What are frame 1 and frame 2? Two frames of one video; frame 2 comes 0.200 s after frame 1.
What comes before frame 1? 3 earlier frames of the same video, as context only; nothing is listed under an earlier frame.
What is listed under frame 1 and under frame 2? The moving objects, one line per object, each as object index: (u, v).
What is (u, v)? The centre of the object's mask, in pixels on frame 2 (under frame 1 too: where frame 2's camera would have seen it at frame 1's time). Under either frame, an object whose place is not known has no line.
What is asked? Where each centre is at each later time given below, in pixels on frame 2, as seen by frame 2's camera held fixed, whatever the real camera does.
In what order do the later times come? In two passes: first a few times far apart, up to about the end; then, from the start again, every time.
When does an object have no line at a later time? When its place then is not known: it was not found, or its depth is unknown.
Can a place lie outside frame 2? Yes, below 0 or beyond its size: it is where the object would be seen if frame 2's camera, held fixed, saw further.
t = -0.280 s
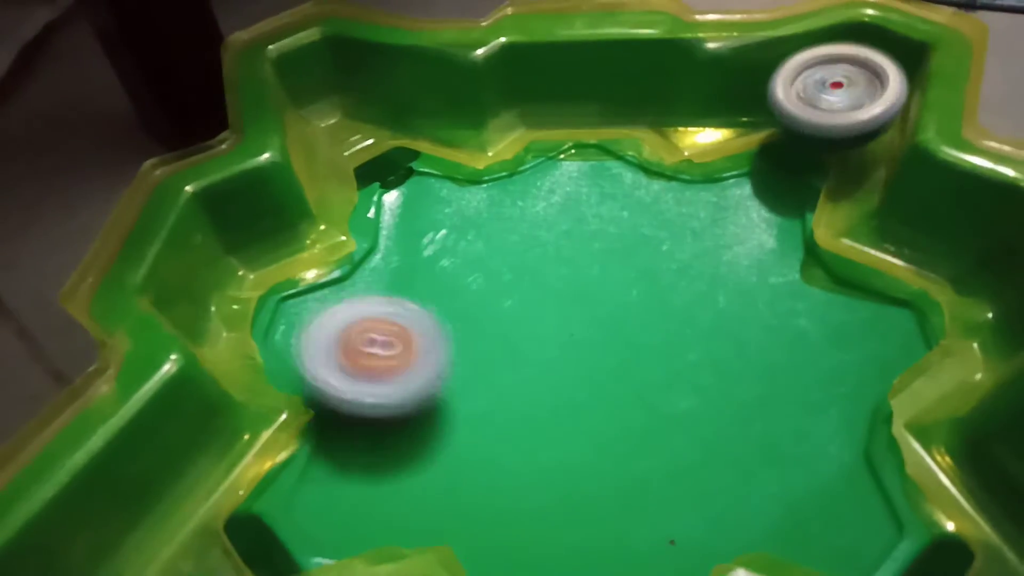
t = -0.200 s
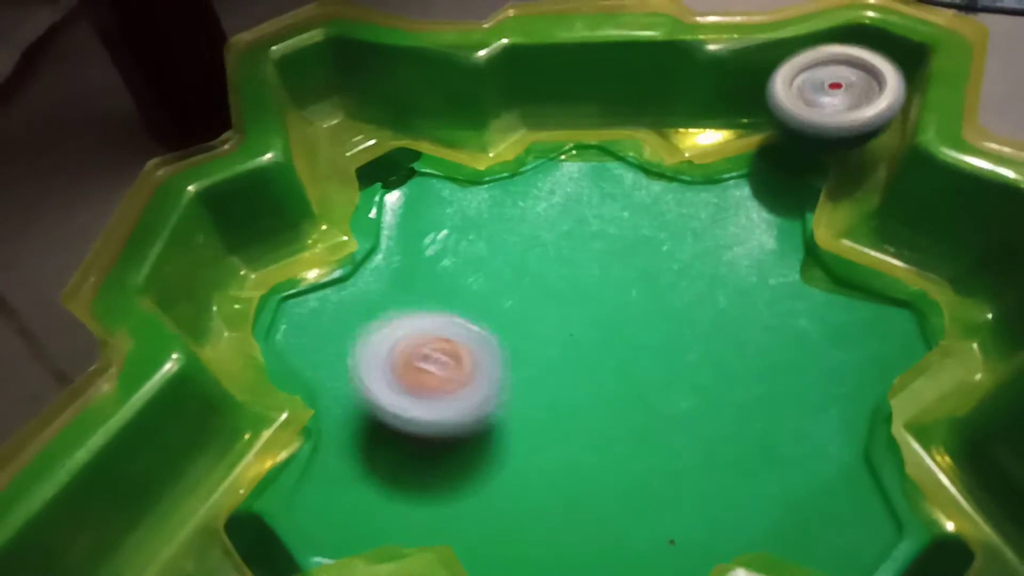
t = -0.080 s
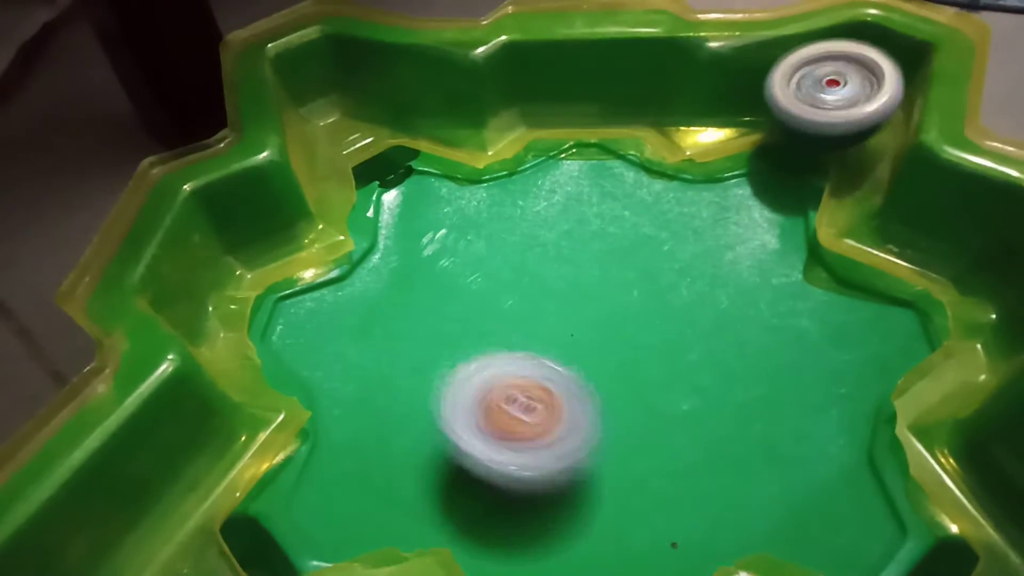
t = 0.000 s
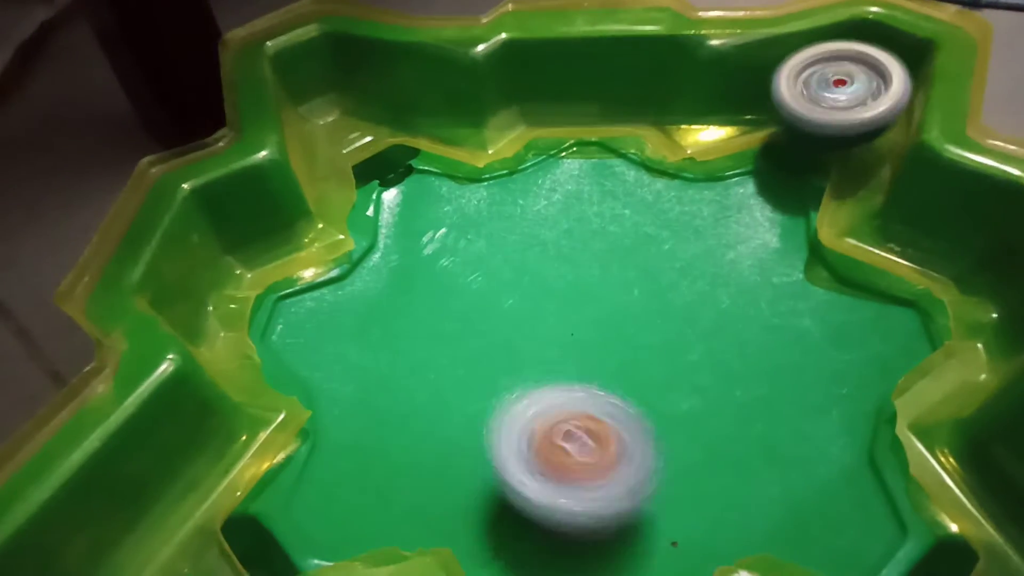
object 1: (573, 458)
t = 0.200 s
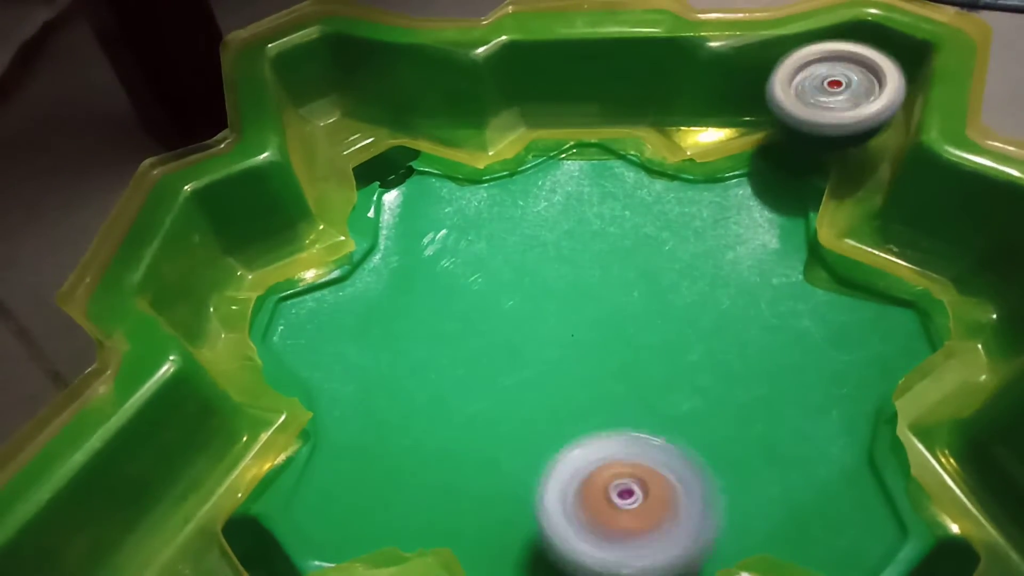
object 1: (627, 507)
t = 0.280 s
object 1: (625, 484)
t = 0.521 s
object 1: (717, 367)
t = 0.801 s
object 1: (819, 294)
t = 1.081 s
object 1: (719, 260)
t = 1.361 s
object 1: (628, 205)
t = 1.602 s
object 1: (570, 224)
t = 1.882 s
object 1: (443, 272)
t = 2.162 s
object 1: (404, 275)
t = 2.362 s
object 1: (484, 326)
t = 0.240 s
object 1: (624, 499)
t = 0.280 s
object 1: (625, 484)
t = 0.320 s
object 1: (630, 464)
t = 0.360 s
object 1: (642, 442)
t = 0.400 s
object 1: (657, 422)
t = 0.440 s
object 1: (676, 402)
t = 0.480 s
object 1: (697, 384)
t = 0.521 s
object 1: (717, 367)
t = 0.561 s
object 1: (736, 352)
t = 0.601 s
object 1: (757, 338)
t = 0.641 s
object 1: (779, 324)
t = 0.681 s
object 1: (797, 312)
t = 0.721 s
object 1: (810, 304)
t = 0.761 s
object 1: (819, 298)
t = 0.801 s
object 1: (819, 294)
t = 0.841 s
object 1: (815, 291)
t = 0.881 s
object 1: (806, 288)
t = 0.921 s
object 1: (795, 284)
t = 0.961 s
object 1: (781, 280)
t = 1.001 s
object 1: (761, 276)
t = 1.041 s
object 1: (741, 269)
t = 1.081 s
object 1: (719, 260)
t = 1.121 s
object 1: (701, 250)
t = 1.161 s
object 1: (681, 242)
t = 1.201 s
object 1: (667, 232)
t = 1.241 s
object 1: (655, 222)
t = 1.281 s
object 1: (646, 214)
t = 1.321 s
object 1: (637, 209)
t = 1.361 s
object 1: (628, 205)
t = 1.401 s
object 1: (618, 204)
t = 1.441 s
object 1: (610, 204)
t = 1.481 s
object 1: (601, 206)
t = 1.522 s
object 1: (593, 210)
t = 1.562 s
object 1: (583, 216)
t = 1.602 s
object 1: (570, 224)
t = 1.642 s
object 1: (556, 233)
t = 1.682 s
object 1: (539, 242)
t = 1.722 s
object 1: (519, 250)
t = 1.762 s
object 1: (499, 258)
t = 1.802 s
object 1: (480, 264)
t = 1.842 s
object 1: (461, 269)
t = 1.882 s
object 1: (443, 272)
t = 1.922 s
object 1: (424, 274)
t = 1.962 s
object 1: (410, 274)
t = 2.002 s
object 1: (401, 273)
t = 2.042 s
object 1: (395, 273)
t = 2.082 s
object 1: (394, 273)
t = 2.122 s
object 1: (396, 274)
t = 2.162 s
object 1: (404, 275)
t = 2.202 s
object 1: (415, 279)
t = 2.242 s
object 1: (429, 286)
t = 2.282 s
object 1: (447, 296)
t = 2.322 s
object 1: (465, 310)
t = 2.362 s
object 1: (484, 326)
